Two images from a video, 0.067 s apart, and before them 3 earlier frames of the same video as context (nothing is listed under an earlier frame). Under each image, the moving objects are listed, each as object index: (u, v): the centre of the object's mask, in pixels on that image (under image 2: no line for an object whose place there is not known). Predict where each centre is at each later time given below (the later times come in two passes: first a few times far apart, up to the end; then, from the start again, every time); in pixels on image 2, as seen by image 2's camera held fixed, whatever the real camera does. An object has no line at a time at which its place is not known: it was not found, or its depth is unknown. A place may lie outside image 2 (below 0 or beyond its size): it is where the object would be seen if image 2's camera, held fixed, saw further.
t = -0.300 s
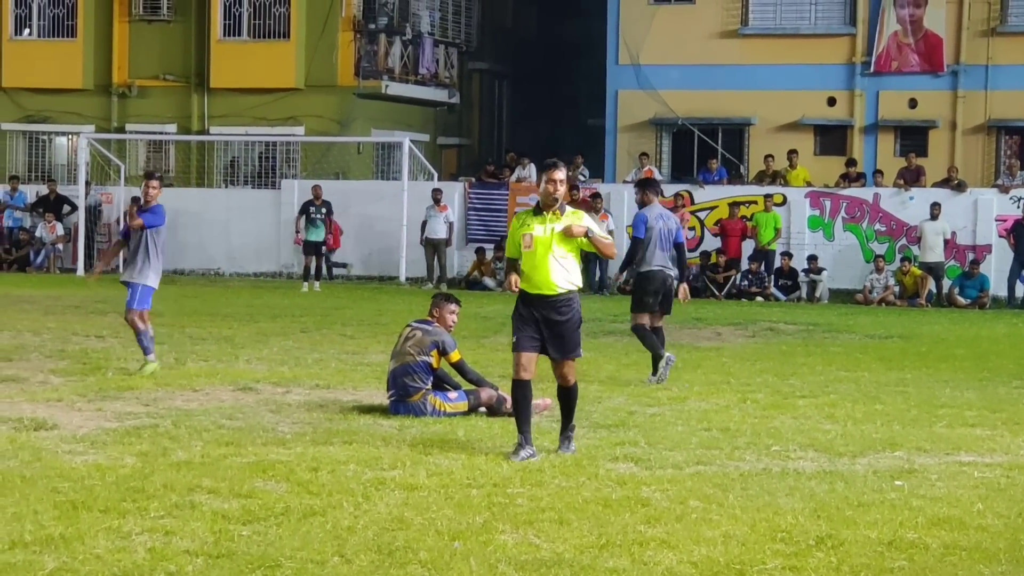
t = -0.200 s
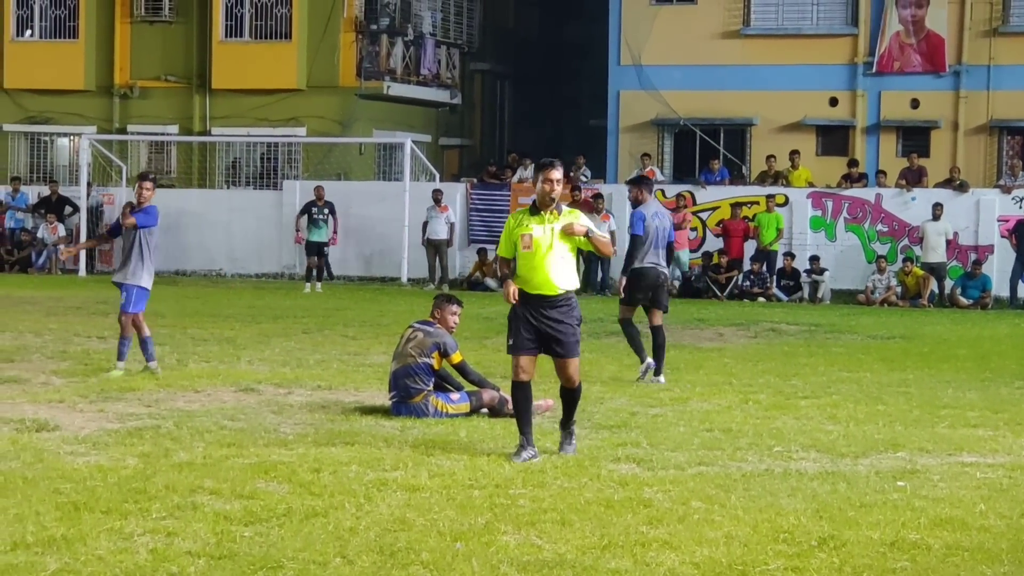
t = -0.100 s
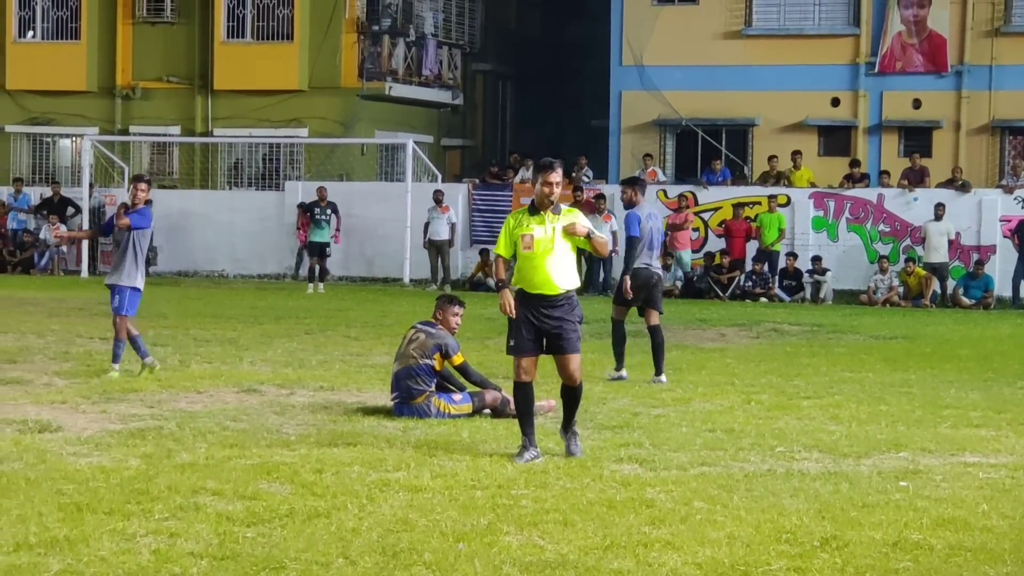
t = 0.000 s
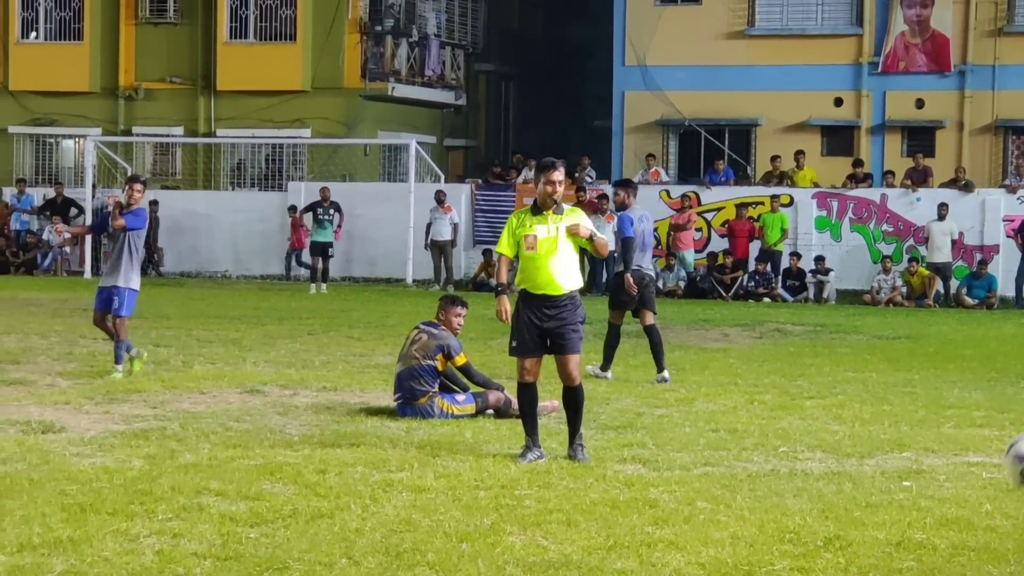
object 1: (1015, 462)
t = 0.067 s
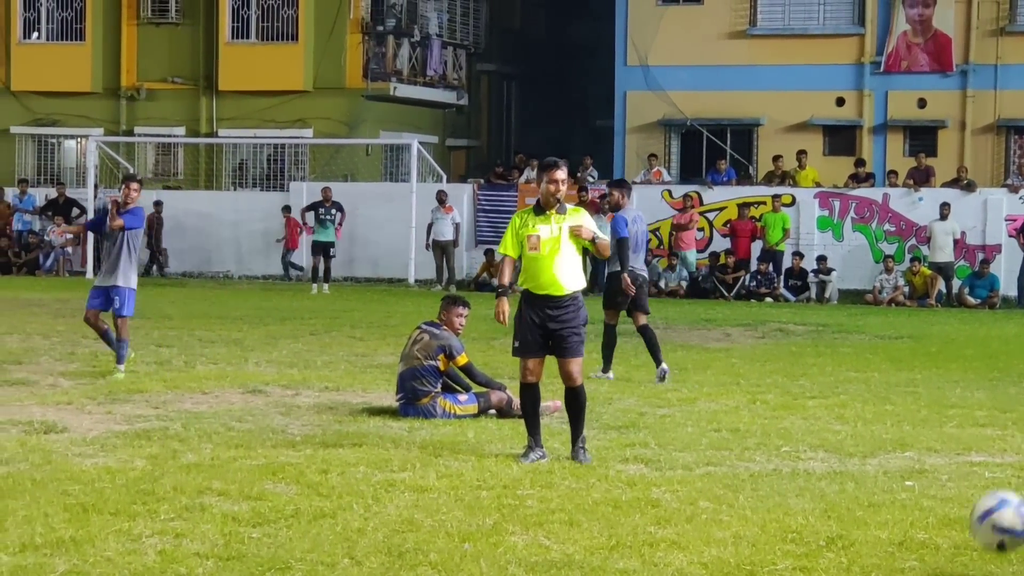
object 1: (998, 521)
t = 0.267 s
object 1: (914, 435)
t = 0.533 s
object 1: (817, 373)
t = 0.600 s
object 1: (793, 384)
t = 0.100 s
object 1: (983, 551)
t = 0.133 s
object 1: (967, 534)
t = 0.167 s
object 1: (954, 505)
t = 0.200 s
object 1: (941, 480)
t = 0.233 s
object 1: (927, 456)
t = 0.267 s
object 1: (914, 435)
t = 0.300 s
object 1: (902, 418)
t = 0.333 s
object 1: (889, 405)
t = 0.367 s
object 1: (877, 393)
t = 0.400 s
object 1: (865, 383)
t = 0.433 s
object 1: (853, 377)
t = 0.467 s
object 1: (842, 373)
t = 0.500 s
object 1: (829, 372)
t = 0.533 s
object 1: (817, 373)
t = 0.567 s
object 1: (806, 377)
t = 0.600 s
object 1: (793, 384)
